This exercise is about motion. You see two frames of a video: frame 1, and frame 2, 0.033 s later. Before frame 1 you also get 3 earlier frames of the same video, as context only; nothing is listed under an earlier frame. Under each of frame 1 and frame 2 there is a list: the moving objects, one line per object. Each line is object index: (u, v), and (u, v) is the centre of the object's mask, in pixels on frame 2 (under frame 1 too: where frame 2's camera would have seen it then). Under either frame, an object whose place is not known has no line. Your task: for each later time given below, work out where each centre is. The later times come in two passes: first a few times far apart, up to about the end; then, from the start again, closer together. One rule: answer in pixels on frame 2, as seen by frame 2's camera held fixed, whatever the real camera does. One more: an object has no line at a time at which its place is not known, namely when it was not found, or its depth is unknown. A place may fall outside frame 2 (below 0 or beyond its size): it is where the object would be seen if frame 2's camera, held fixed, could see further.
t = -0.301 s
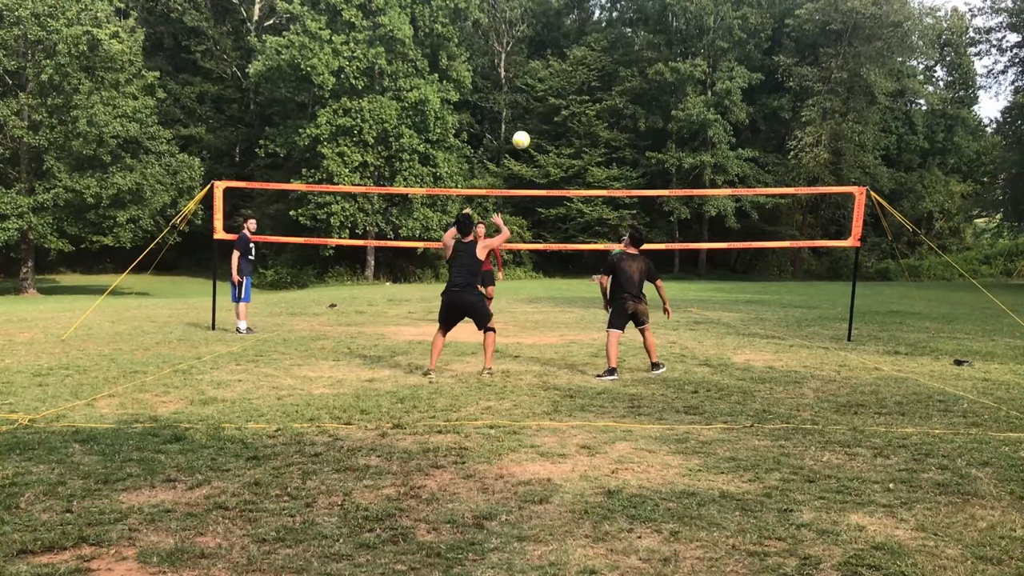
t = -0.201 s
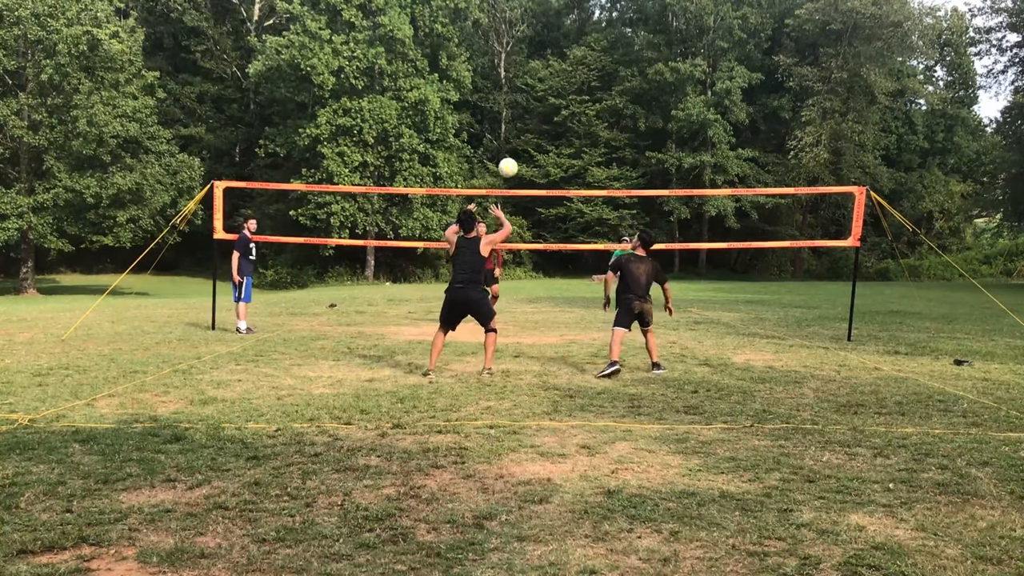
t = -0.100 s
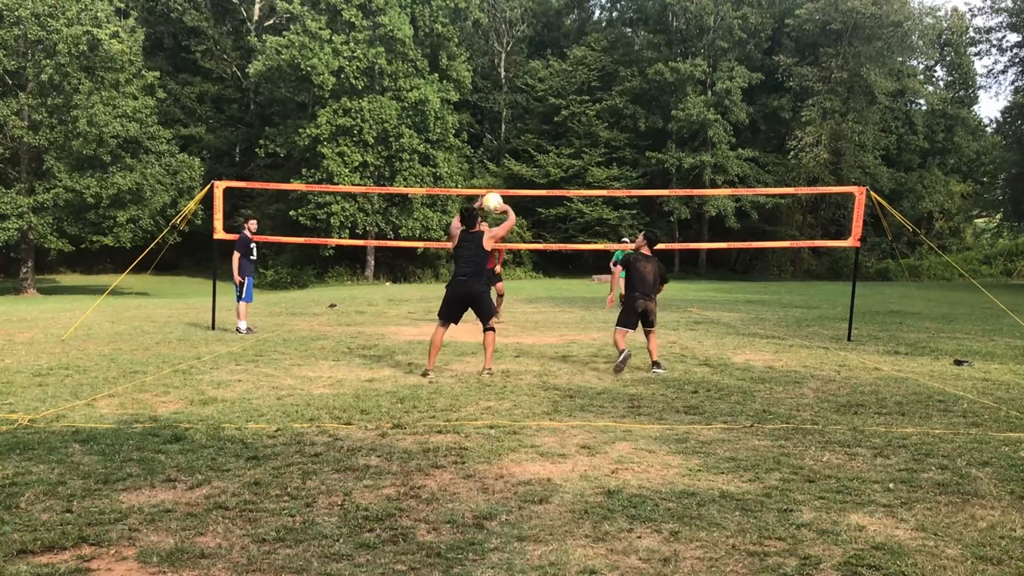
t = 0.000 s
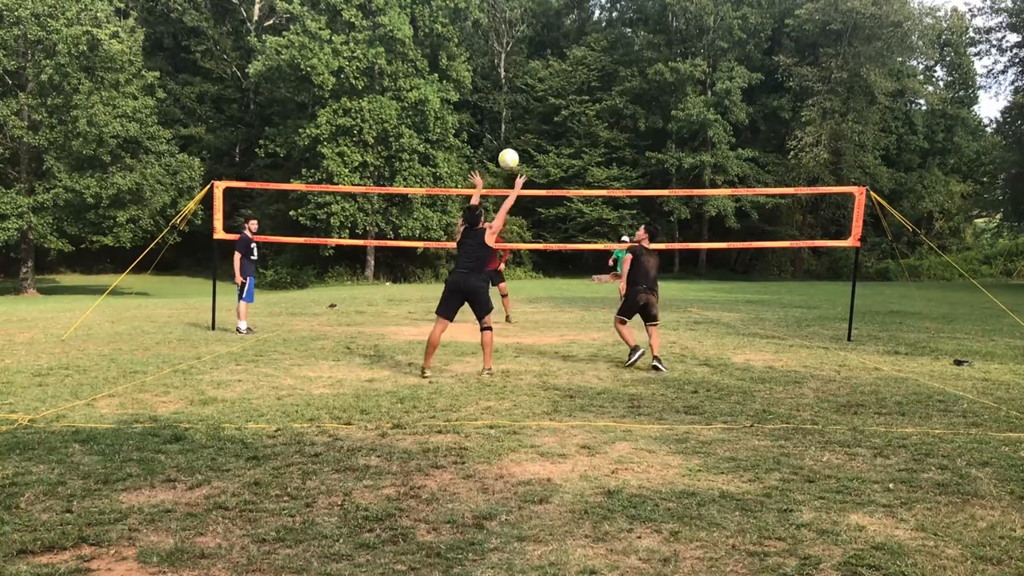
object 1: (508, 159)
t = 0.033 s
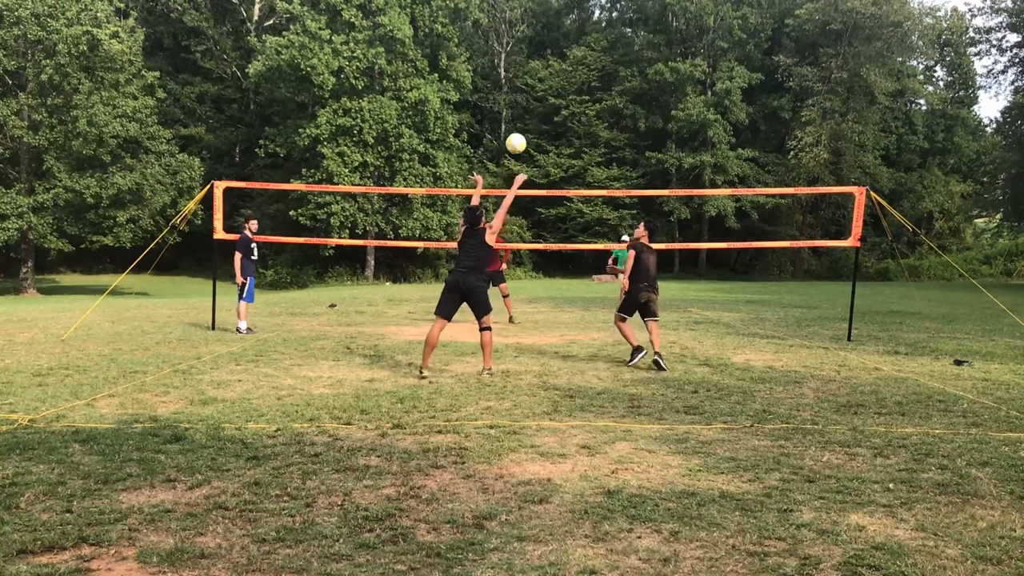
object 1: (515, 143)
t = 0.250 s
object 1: (560, 72)
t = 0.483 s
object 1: (604, 48)
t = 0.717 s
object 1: (642, 70)
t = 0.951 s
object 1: (674, 132)
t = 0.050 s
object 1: (519, 136)
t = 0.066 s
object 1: (523, 129)
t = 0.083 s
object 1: (526, 122)
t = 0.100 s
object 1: (530, 116)
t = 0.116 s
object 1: (533, 110)
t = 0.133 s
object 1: (537, 104)
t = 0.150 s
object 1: (540, 99)
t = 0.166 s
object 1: (544, 93)
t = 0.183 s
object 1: (547, 88)
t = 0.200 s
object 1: (550, 84)
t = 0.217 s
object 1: (554, 80)
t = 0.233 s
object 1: (557, 76)
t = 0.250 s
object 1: (560, 72)
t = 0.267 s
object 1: (564, 69)
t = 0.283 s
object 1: (567, 65)
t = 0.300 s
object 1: (570, 62)
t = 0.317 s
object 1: (573, 60)
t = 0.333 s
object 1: (576, 58)
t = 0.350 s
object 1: (580, 56)
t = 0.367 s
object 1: (583, 54)
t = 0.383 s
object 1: (586, 52)
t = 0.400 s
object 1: (589, 51)
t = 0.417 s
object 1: (592, 50)
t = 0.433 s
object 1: (595, 49)
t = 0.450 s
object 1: (598, 49)
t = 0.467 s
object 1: (601, 48)
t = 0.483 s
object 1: (604, 48)
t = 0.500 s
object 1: (607, 48)
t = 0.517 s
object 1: (609, 49)
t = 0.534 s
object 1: (612, 49)
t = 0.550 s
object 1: (615, 50)
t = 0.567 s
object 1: (618, 51)
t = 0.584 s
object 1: (620, 53)
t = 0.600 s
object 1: (623, 54)
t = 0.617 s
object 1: (626, 56)
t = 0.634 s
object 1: (629, 58)
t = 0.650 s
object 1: (631, 60)
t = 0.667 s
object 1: (634, 62)
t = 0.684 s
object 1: (637, 65)
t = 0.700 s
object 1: (639, 67)
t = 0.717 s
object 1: (642, 70)
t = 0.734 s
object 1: (644, 74)
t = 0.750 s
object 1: (647, 77)
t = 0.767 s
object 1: (649, 81)
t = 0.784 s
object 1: (652, 85)
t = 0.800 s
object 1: (654, 88)
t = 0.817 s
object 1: (656, 93)
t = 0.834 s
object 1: (659, 97)
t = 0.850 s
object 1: (661, 101)
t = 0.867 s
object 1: (663, 106)
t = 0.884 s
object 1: (666, 111)
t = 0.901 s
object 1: (668, 116)
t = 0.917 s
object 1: (670, 121)
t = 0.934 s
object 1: (672, 127)
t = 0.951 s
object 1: (674, 132)
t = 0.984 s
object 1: (679, 144)
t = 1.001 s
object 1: (681, 150)
